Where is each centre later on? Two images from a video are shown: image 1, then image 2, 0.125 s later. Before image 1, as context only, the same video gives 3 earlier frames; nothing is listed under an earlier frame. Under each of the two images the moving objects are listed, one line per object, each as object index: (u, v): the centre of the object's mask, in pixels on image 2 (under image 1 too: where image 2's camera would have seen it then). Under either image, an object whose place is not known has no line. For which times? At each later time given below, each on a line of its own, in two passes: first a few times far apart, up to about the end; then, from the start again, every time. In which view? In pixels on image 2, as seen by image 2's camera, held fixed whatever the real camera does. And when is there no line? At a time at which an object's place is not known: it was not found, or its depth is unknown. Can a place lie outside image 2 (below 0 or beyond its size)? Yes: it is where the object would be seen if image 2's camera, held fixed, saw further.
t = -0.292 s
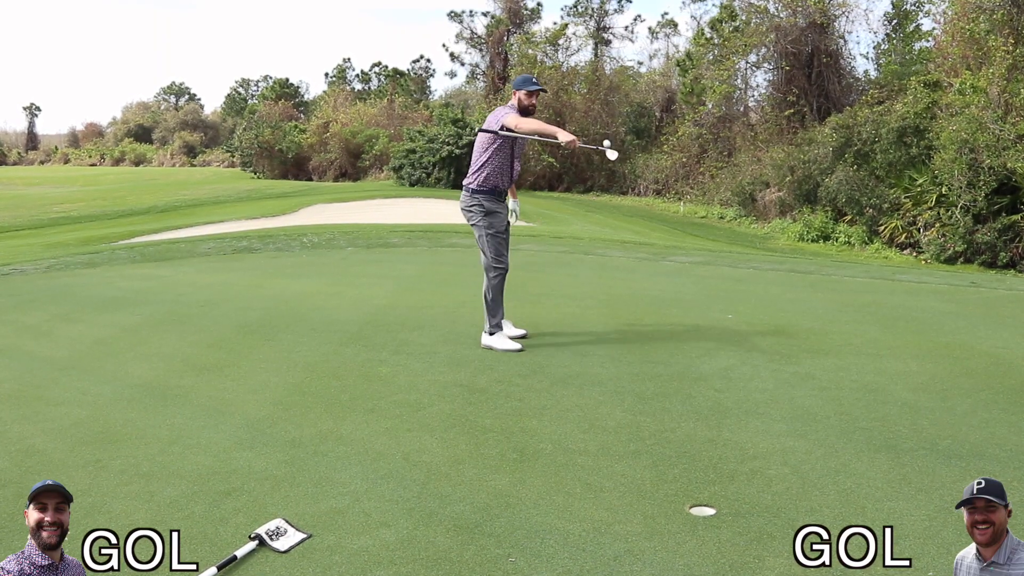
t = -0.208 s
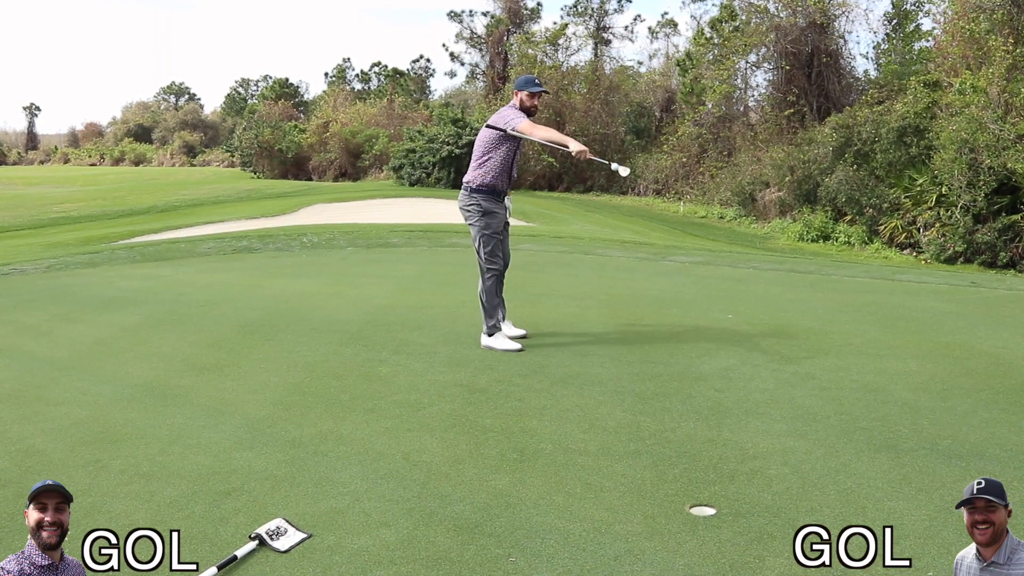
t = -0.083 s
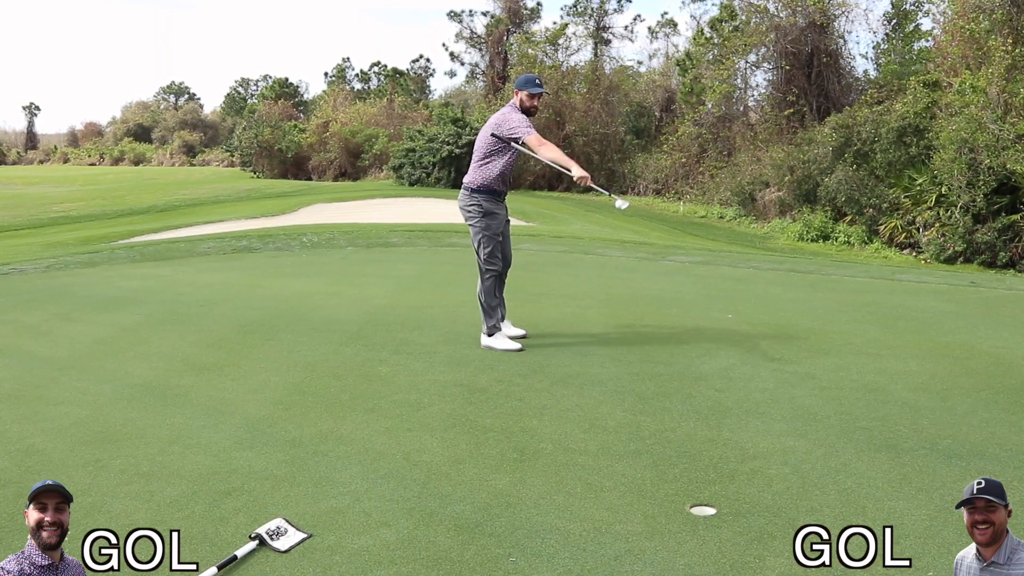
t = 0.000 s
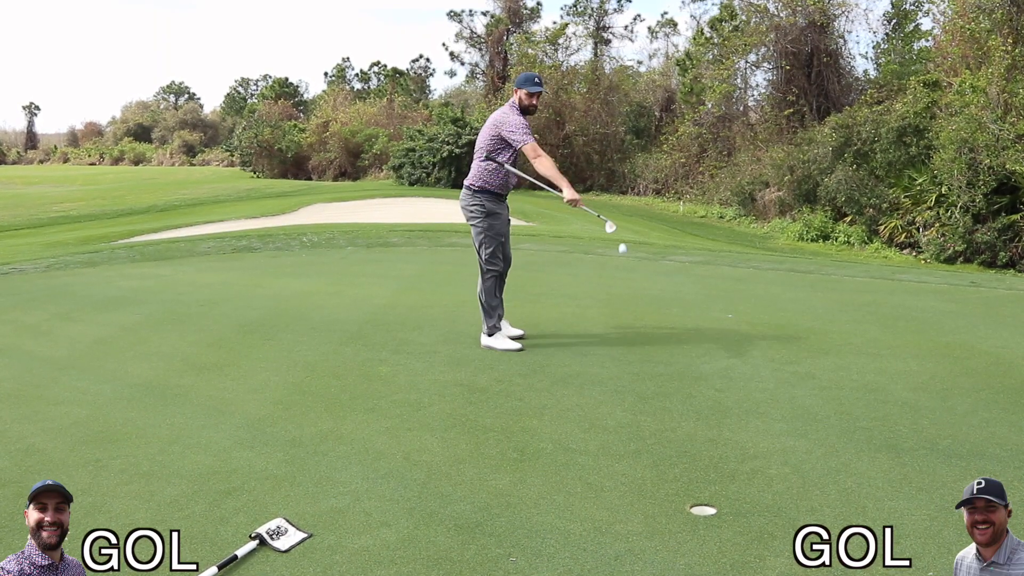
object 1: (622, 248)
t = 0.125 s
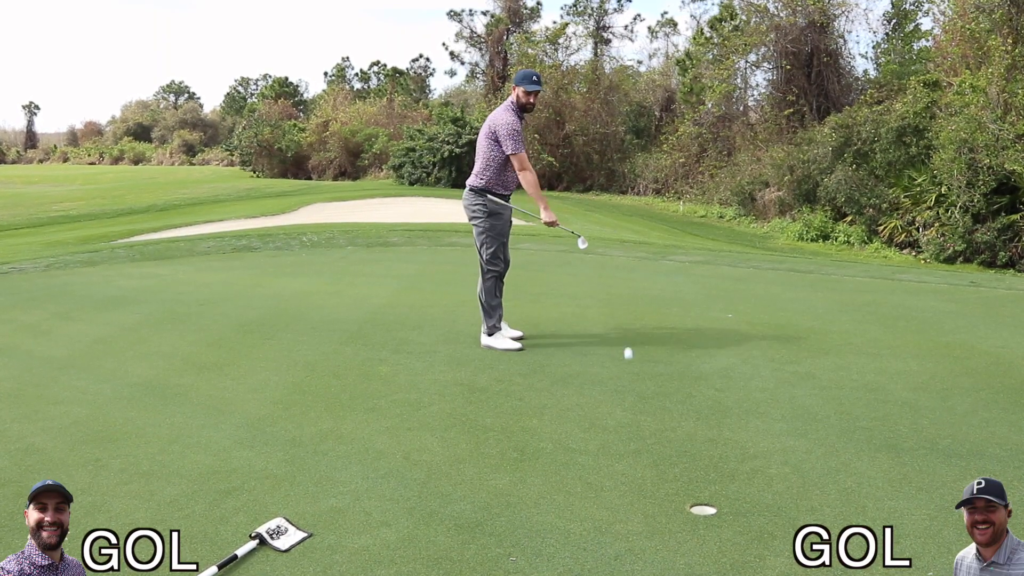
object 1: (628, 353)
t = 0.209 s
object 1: (632, 403)
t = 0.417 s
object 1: (640, 403)
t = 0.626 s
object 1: (648, 436)
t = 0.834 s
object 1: (655, 454)
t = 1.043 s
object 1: (661, 469)
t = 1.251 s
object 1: (667, 483)
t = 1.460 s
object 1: (671, 497)
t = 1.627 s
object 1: (674, 506)
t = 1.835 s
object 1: (675, 516)
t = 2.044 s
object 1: (676, 524)
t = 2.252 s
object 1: (676, 530)
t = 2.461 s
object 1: (677, 534)
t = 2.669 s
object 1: (677, 536)
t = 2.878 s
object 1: (677, 535)
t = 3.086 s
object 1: (677, 535)
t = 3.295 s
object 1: (677, 535)
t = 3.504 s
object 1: (677, 535)
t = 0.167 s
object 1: (629, 387)
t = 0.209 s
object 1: (632, 403)
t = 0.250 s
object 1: (633, 398)
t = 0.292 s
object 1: (635, 394)
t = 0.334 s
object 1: (636, 394)
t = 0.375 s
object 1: (638, 398)
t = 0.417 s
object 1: (640, 403)
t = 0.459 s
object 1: (642, 416)
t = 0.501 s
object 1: (643, 427)
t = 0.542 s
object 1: (645, 429)
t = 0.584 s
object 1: (647, 430)
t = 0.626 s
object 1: (648, 436)
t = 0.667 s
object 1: (650, 442)
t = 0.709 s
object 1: (651, 444)
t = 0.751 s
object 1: (652, 447)
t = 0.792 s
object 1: (654, 451)
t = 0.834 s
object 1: (655, 454)
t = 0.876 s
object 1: (656, 458)
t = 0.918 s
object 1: (657, 460)
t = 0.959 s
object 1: (659, 464)
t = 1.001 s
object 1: (660, 466)
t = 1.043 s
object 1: (661, 469)
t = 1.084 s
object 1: (662, 472)
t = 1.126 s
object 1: (664, 476)
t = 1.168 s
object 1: (665, 478)
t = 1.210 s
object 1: (666, 481)
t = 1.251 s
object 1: (667, 483)
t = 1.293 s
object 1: (668, 486)
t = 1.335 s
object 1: (669, 488)
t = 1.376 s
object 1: (670, 492)
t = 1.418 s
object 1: (670, 493)
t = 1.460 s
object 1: (671, 497)
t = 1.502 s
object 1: (672, 498)
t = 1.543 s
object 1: (673, 501)
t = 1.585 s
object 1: (673, 503)
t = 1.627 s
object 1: (674, 506)
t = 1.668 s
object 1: (674, 507)
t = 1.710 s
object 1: (674, 510)
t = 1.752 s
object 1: (674, 512)
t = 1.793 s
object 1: (675, 514)
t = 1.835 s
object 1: (675, 516)
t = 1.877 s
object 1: (675, 518)
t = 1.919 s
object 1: (676, 519)
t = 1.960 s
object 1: (676, 521)
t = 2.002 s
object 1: (676, 522)
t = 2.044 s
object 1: (676, 524)
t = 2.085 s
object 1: (676, 525)
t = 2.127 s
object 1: (676, 527)
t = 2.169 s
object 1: (676, 528)
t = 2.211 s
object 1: (676, 529)
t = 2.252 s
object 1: (676, 530)
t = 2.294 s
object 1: (676, 531)
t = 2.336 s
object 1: (676, 532)
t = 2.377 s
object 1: (677, 533)
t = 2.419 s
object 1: (677, 534)
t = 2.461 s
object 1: (677, 534)
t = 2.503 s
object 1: (677, 535)
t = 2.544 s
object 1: (677, 535)
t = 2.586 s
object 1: (677, 536)
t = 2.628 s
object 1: (677, 536)
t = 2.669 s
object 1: (677, 536)
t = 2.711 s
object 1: (677, 536)
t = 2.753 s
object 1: (677, 536)
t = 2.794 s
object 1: (677, 536)
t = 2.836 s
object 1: (677, 536)
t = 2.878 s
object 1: (677, 535)
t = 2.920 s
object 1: (677, 535)
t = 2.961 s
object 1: (677, 535)
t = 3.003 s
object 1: (677, 535)
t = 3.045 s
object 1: (677, 535)
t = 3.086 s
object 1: (677, 535)
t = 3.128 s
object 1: (677, 535)
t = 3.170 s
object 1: (677, 535)
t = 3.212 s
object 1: (677, 535)
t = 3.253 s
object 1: (677, 535)
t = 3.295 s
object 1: (677, 535)
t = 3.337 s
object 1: (677, 535)
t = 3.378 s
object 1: (677, 535)
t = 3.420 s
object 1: (677, 535)
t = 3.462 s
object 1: (677, 535)
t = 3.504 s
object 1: (677, 535)
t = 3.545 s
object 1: (677, 536)
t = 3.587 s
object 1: (677, 535)
